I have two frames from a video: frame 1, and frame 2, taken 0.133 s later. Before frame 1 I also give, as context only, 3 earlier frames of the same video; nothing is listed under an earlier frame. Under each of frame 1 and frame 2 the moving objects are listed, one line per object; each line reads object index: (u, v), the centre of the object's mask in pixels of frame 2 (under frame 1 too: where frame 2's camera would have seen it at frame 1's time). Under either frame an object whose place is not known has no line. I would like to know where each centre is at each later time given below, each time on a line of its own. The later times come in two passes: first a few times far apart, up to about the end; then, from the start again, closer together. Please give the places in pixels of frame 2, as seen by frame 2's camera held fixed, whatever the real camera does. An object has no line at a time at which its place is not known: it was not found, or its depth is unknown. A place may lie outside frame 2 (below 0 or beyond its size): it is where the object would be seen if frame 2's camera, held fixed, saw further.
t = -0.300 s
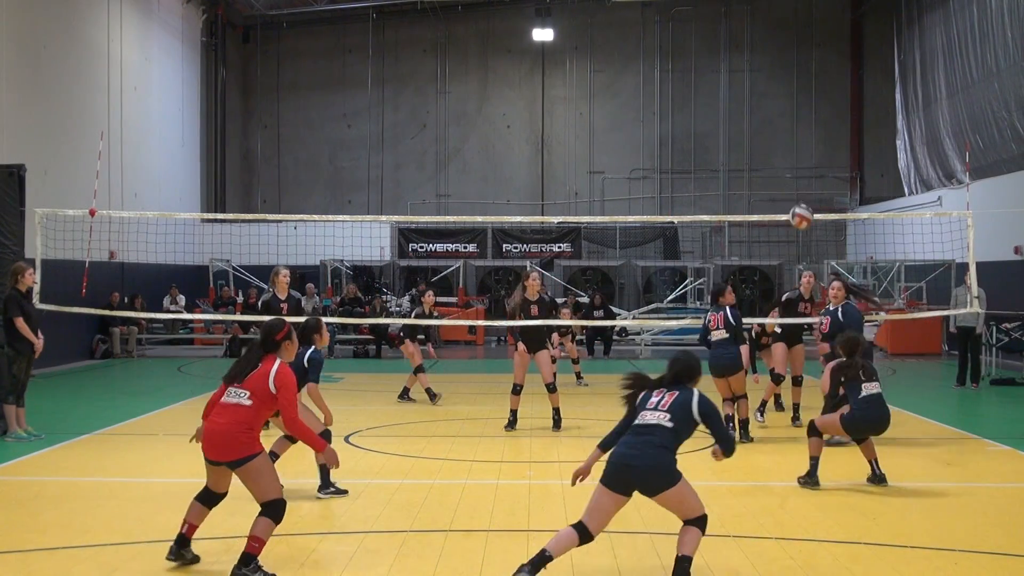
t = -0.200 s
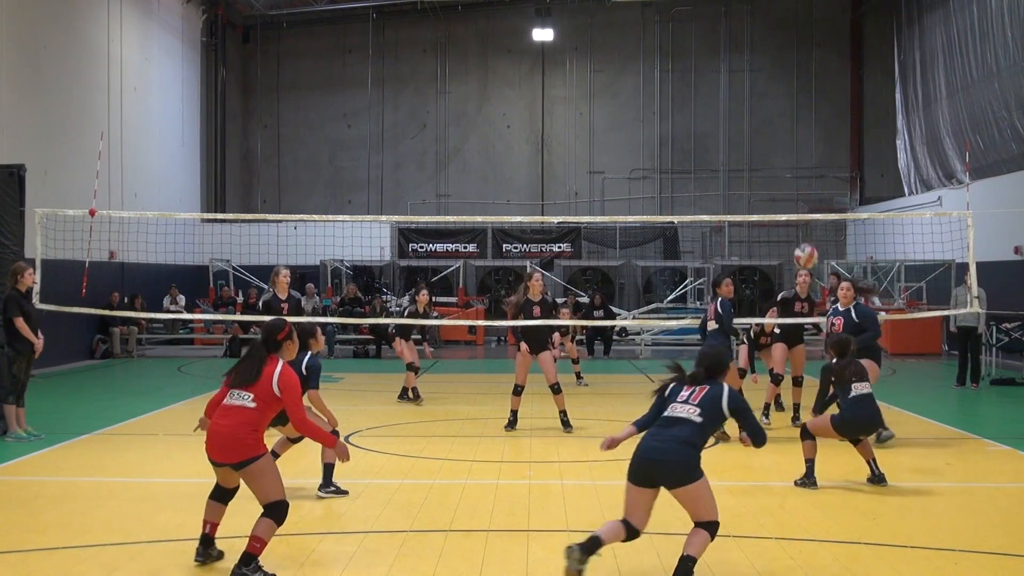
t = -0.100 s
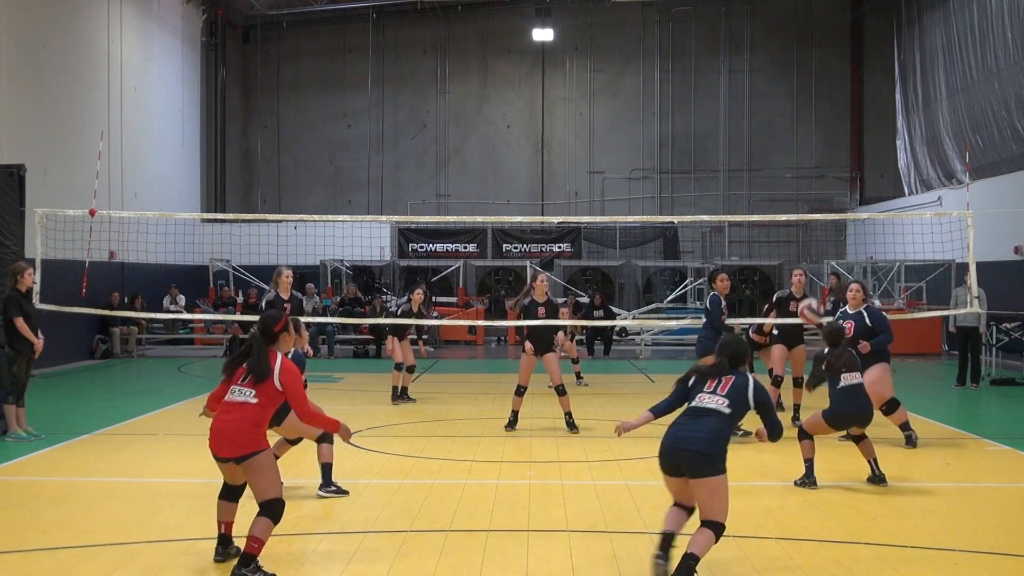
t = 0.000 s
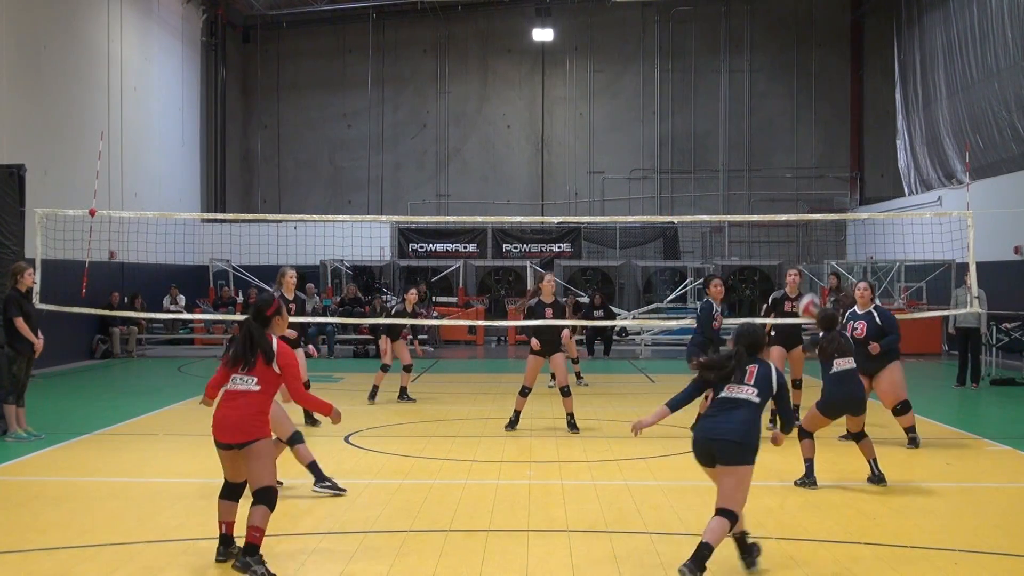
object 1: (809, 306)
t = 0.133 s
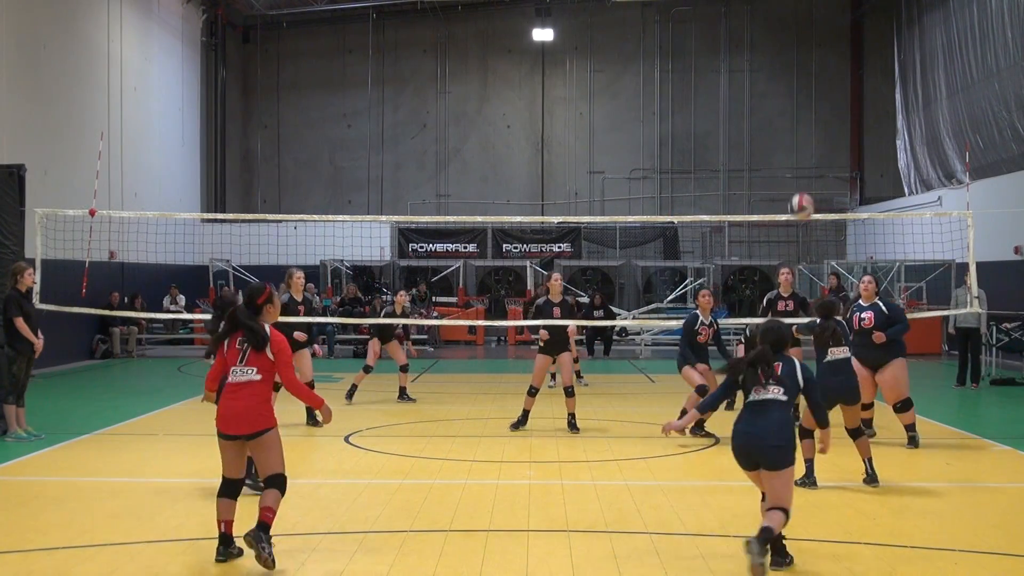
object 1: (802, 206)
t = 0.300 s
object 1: (790, 115)
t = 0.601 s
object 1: (774, 37)
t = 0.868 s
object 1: (761, 56)
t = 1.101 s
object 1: (750, 136)
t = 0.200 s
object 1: (797, 166)
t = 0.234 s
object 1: (795, 147)
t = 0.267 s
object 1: (792, 130)
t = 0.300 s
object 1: (790, 115)
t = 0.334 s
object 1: (788, 101)
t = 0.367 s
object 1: (787, 88)
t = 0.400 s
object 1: (785, 77)
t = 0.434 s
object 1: (783, 67)
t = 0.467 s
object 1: (781, 58)
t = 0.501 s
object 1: (779, 51)
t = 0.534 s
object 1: (778, 45)
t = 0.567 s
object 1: (776, 40)
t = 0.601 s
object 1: (774, 37)
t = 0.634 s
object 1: (773, 35)
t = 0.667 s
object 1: (771, 34)
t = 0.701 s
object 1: (770, 35)
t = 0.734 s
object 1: (768, 37)
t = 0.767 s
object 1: (766, 39)
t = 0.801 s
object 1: (764, 43)
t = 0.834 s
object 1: (763, 49)
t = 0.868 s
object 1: (761, 56)
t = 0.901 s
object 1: (760, 63)
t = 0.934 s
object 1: (758, 73)
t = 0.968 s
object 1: (756, 83)
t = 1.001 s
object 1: (754, 95)
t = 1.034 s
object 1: (753, 107)
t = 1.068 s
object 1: (752, 121)
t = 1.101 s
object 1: (750, 136)
